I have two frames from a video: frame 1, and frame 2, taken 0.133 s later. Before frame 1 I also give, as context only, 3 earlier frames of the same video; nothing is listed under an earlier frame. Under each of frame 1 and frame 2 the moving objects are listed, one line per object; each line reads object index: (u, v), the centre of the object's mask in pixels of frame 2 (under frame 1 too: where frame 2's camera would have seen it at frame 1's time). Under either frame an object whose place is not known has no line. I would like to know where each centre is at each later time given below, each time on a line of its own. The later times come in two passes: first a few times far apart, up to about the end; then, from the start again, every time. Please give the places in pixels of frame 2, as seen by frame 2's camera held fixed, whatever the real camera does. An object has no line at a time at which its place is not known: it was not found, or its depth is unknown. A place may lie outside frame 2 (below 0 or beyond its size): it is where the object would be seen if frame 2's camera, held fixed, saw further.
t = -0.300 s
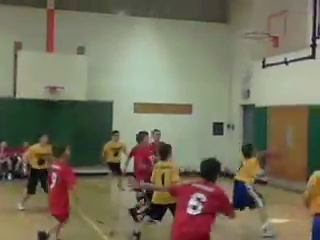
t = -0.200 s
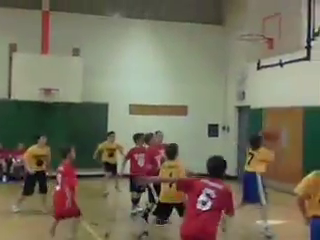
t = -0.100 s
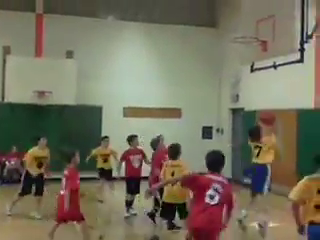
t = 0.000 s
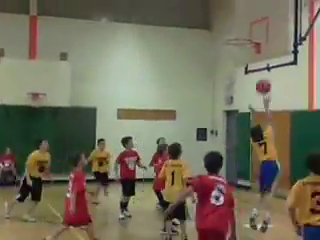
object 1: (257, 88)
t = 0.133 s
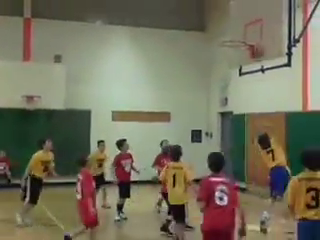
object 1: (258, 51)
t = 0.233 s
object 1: (256, 31)
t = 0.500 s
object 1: (248, 14)
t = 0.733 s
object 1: (233, 36)
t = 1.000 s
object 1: (226, 81)
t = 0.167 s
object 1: (256, 44)
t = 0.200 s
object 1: (256, 38)
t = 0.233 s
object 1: (256, 31)
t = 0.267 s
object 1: (258, 25)
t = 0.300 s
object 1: (258, 22)
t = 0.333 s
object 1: (257, 19)
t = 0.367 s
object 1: (255, 17)
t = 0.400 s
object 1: (254, 16)
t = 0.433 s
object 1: (252, 15)
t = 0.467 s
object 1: (248, 14)
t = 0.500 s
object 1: (248, 14)
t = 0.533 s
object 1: (245, 16)
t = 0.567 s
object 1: (243, 18)
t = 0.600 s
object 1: (241, 20)
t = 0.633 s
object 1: (238, 23)
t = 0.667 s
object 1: (237, 27)
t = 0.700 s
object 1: (234, 32)
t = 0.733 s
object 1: (233, 36)
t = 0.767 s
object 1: (231, 42)
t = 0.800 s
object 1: (229, 47)
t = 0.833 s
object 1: (225, 58)
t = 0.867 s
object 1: (225, 63)
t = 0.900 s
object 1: (226, 66)
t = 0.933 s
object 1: (226, 70)
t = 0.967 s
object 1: (226, 75)
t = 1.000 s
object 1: (226, 81)
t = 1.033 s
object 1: (226, 88)
